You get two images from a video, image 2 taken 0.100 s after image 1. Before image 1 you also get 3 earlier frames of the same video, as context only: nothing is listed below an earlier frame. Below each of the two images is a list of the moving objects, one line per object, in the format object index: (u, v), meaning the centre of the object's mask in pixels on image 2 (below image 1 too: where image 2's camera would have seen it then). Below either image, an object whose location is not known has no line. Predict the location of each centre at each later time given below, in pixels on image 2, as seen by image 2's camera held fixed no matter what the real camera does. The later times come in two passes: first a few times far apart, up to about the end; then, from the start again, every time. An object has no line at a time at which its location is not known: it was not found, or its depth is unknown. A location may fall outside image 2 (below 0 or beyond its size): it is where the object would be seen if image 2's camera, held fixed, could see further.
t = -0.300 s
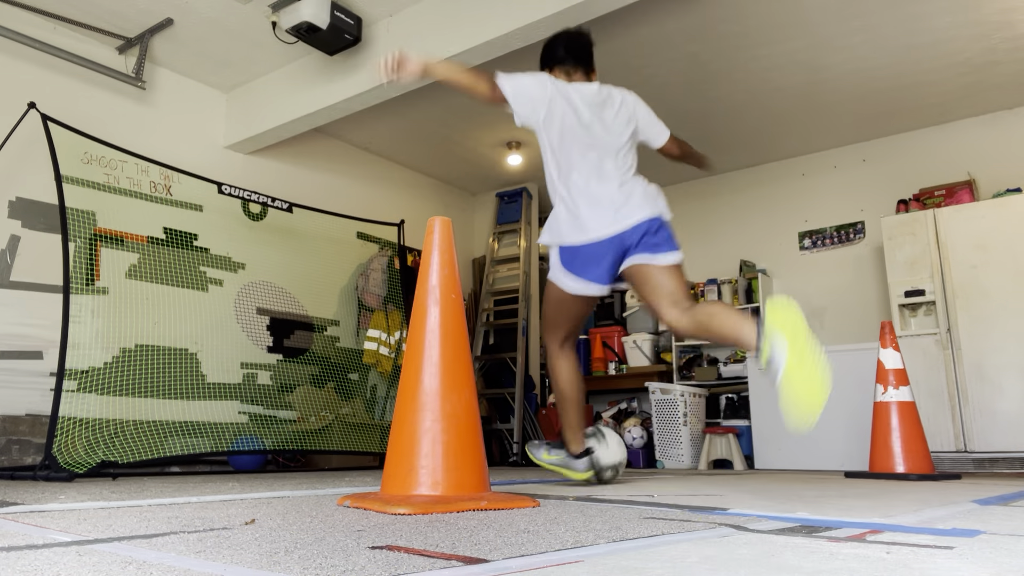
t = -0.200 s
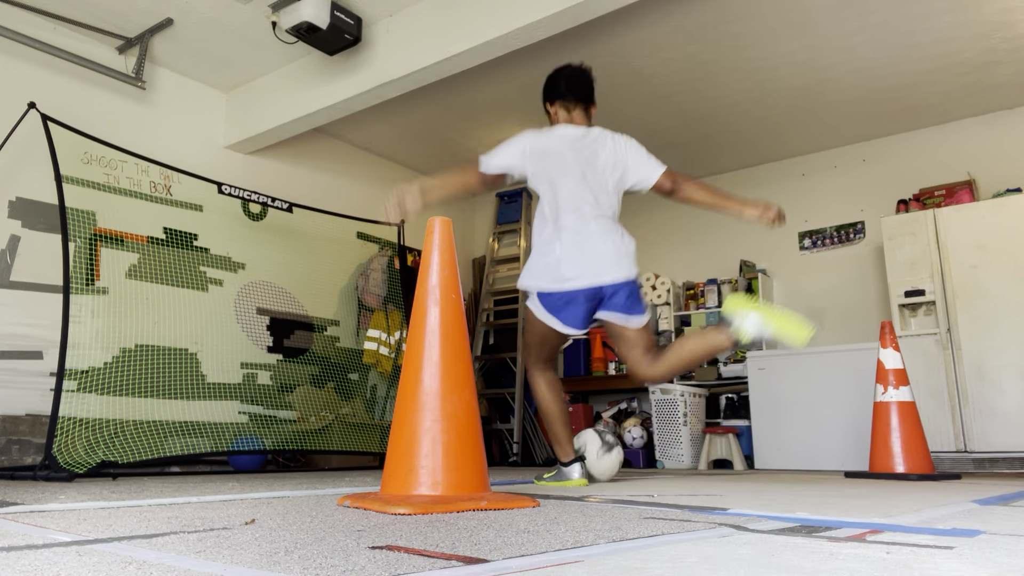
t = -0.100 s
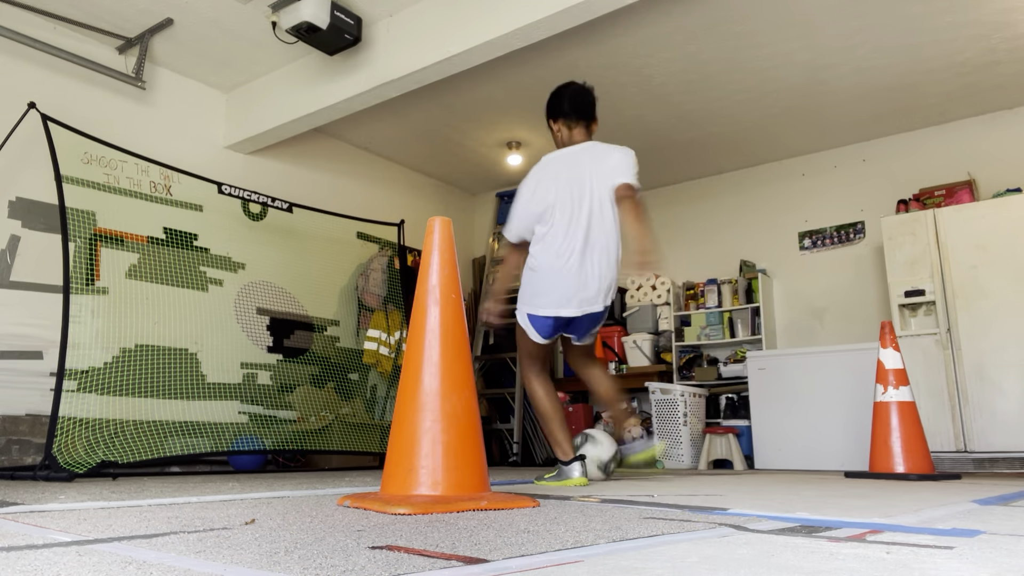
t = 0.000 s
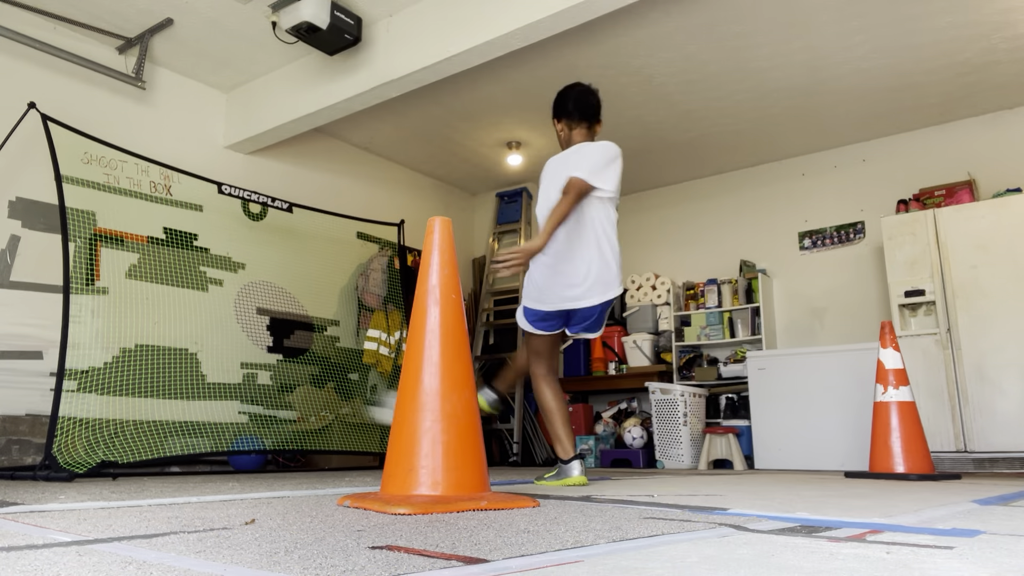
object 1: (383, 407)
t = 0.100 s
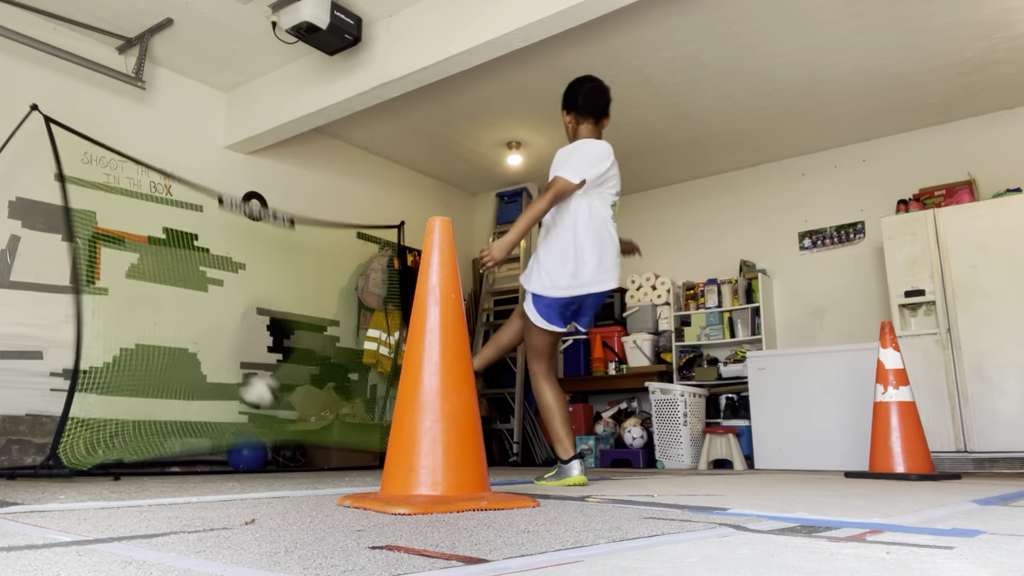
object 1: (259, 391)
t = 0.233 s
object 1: (260, 344)
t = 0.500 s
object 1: (386, 162)
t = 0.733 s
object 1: (516, 80)
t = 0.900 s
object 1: (631, 72)
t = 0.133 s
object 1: (249, 389)
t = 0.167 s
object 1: (247, 383)
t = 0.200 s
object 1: (249, 367)
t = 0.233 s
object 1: (260, 344)
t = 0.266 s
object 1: (273, 317)
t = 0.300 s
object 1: (288, 291)
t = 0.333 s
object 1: (304, 265)
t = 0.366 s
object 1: (319, 242)
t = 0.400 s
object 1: (336, 220)
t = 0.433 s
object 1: (353, 199)
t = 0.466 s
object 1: (370, 180)
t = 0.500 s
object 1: (386, 162)
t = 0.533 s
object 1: (404, 145)
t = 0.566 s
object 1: (422, 130)
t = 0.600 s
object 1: (439, 117)
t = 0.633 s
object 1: (457, 106)
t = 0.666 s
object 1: (476, 95)
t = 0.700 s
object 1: (496, 87)
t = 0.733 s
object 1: (516, 80)
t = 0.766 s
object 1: (537, 74)
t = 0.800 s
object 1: (558, 70)
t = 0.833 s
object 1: (581, 69)
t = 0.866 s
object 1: (605, 70)
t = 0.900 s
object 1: (631, 72)
